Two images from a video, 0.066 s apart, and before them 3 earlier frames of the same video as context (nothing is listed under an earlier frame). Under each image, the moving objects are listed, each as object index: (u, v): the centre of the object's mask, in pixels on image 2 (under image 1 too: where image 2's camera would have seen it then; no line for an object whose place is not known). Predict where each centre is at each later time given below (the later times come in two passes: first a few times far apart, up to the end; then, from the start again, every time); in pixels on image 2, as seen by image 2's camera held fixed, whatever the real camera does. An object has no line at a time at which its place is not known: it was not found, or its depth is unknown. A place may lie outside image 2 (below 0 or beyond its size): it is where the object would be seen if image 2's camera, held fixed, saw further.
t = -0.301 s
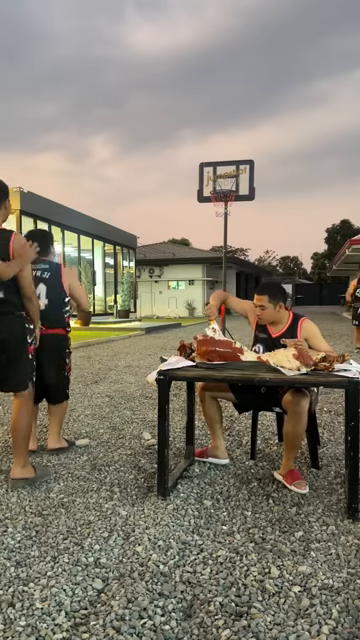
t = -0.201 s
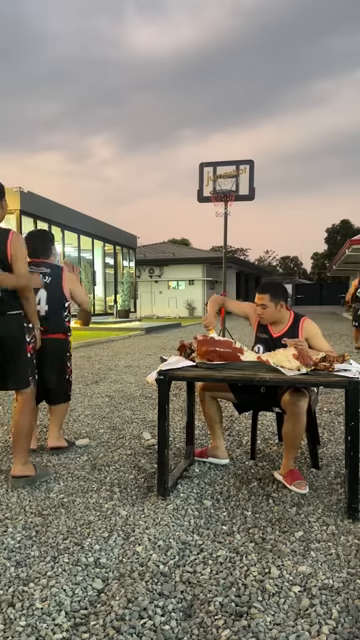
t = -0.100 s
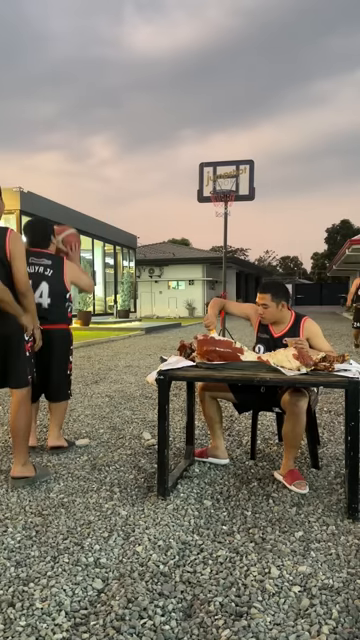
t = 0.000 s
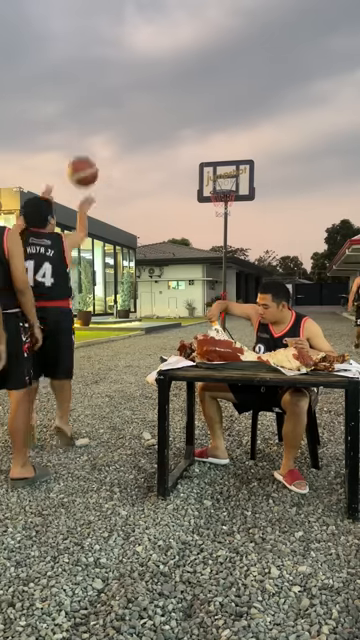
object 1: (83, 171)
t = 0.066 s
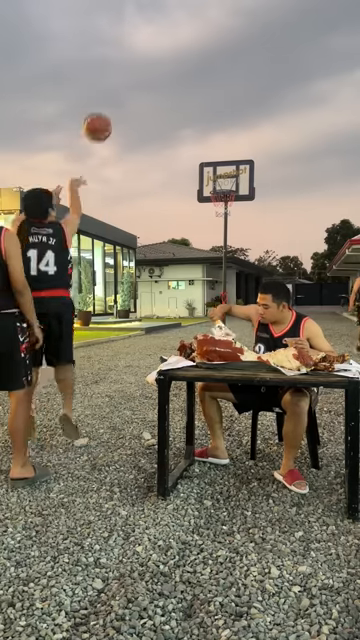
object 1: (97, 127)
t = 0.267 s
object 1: (132, 48)
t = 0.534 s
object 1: (166, 25)
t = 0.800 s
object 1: (190, 57)
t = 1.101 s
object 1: (209, 132)
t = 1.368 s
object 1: (226, 193)
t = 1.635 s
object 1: (223, 208)
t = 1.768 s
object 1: (230, 228)
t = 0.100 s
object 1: (103, 108)
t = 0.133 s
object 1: (110, 93)
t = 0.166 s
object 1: (116, 78)
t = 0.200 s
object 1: (121, 67)
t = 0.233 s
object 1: (127, 57)
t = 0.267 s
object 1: (132, 48)
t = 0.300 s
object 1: (137, 41)
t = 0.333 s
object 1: (142, 36)
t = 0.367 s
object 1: (146, 31)
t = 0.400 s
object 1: (151, 28)
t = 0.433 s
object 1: (155, 26)
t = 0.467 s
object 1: (159, 25)
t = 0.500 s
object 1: (162, 25)
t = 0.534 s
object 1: (166, 25)
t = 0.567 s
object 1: (170, 27)
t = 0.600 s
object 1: (173, 29)
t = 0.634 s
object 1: (176, 32)
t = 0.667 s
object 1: (179, 36)
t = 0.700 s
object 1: (182, 40)
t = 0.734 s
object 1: (185, 45)
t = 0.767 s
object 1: (187, 51)
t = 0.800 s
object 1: (190, 57)
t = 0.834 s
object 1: (192, 64)
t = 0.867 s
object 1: (195, 71)
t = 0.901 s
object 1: (197, 78)
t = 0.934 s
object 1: (199, 86)
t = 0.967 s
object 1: (202, 94)
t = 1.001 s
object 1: (204, 103)
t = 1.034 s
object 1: (206, 112)
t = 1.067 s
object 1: (208, 122)
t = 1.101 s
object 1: (209, 132)
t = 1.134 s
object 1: (211, 141)
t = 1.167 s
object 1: (213, 152)
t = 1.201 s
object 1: (215, 162)
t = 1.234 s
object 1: (216, 173)
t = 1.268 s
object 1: (218, 185)
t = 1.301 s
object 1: (220, 192)
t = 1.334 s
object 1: (225, 194)
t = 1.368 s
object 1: (226, 193)
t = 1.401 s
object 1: (224, 194)
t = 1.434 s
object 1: (219, 195)
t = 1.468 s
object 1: (217, 196)
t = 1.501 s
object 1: (217, 197)
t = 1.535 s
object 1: (218, 198)
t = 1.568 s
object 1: (219, 200)
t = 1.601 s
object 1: (220, 207)
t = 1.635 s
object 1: (223, 208)
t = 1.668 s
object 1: (225, 212)
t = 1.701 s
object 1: (227, 216)
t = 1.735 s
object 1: (229, 222)
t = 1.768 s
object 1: (230, 228)
